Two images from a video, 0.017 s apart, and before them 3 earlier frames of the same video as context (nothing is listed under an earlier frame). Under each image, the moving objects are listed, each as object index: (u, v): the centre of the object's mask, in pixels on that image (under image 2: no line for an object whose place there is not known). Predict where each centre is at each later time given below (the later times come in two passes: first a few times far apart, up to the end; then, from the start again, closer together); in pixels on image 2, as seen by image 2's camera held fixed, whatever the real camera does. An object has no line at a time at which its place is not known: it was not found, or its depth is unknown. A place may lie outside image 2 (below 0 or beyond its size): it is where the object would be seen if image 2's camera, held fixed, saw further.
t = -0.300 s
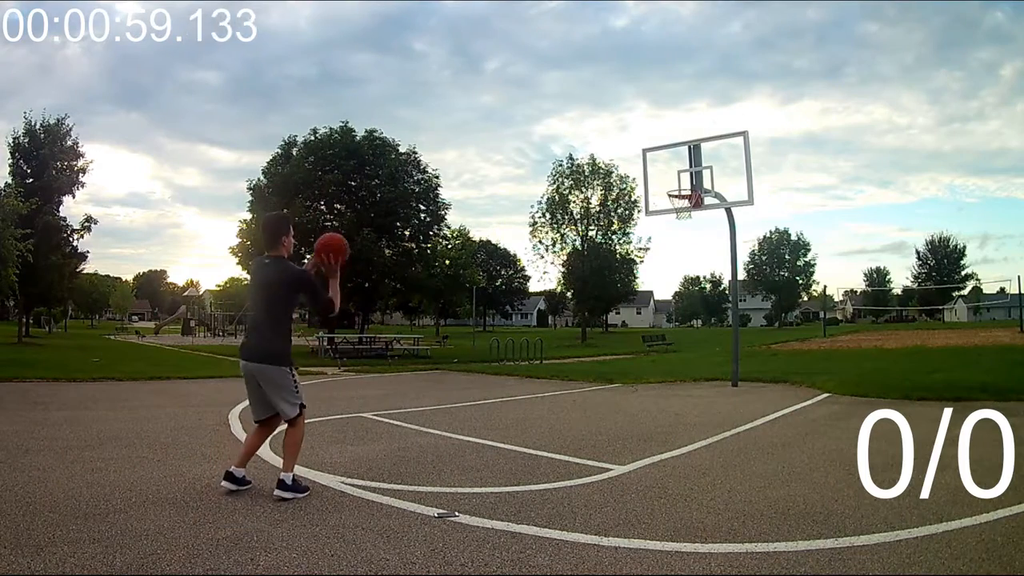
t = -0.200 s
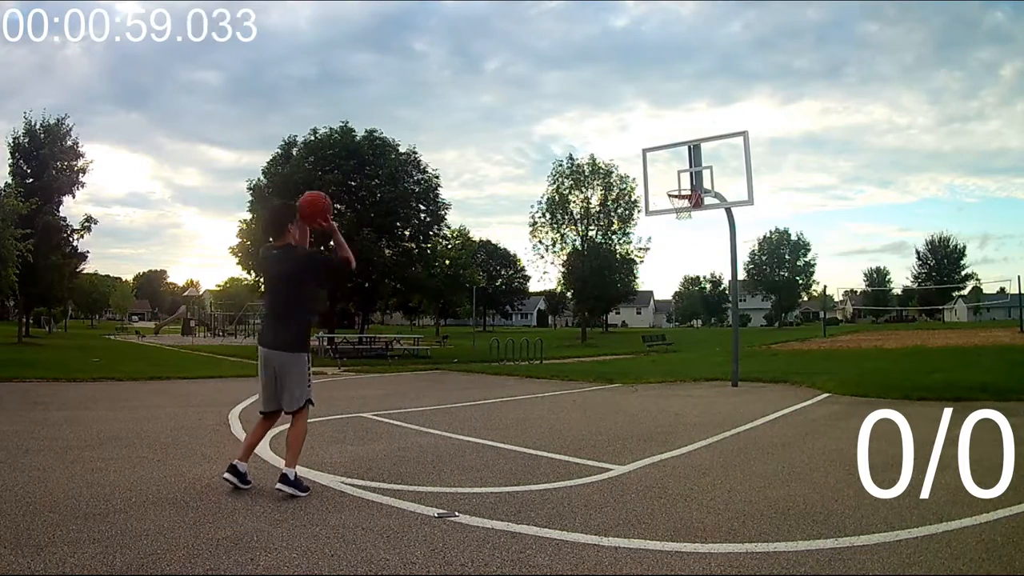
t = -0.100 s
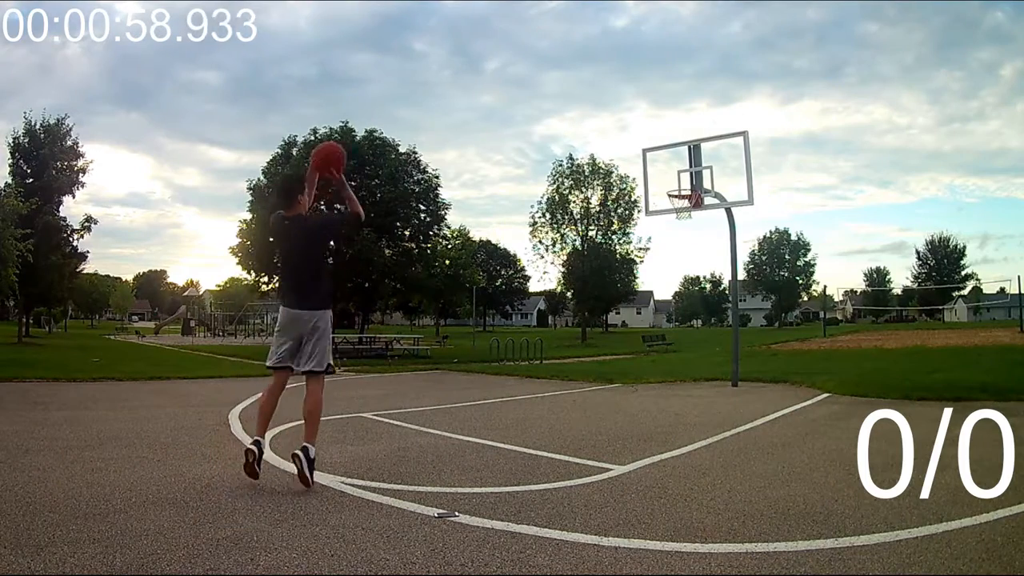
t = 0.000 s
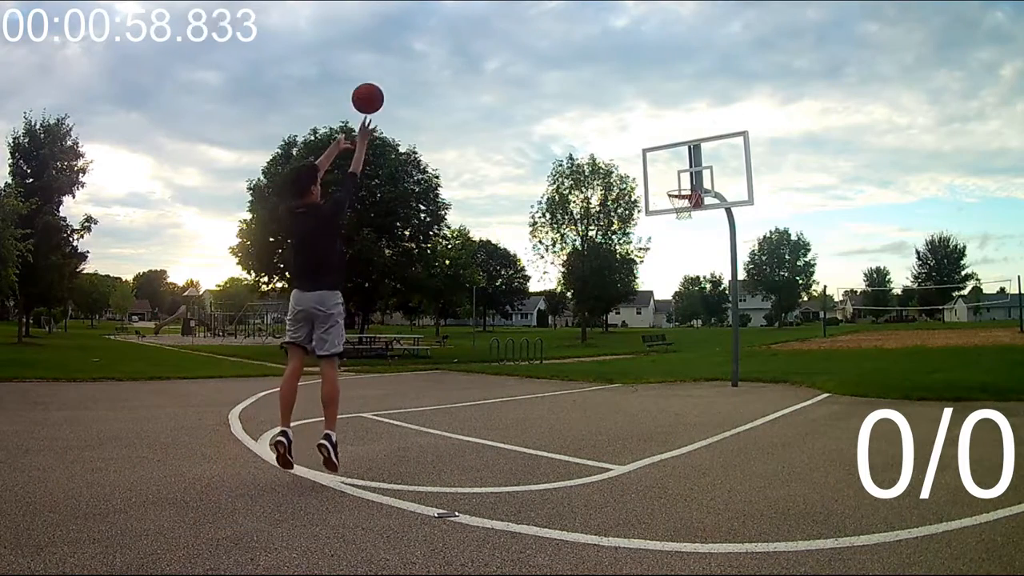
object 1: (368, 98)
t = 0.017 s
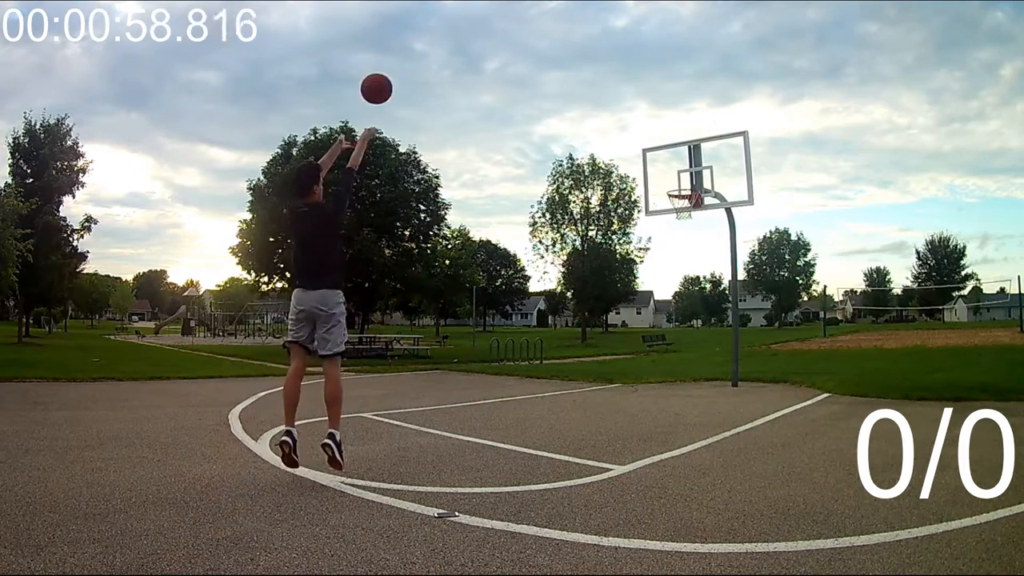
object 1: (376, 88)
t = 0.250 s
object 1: (474, 11)
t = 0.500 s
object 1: (546, 5)
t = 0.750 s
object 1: (600, 37)
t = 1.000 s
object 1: (646, 107)
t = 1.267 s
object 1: (686, 212)
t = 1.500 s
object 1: (701, 244)
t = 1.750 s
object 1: (715, 315)
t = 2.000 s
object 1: (725, 361)
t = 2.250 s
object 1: (726, 308)
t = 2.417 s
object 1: (728, 294)
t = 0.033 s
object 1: (385, 79)
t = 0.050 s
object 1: (393, 71)
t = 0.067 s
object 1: (401, 63)
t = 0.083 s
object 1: (409, 56)
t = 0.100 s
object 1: (416, 49)
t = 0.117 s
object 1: (423, 43)
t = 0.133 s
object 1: (430, 37)
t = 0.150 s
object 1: (437, 32)
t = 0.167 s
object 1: (444, 28)
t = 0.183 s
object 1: (450, 24)
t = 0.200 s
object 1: (457, 20)
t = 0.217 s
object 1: (463, 16)
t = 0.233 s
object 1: (469, 13)
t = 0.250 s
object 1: (474, 11)
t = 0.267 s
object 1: (480, 9)
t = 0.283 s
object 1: (485, 8)
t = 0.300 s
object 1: (491, 7)
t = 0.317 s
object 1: (496, 6)
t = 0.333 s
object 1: (501, 5)
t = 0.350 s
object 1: (506, 5)
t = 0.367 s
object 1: (511, 4)
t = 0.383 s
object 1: (515, 4)
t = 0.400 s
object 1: (520, 4)
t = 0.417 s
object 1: (524, 4)
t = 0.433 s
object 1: (529, 4)
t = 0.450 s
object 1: (533, 4)
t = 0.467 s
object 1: (537, 4)
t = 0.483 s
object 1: (542, 4)
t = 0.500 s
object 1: (546, 5)
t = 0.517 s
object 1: (550, 5)
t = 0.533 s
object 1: (554, 6)
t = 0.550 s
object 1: (557, 7)
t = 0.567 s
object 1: (561, 7)
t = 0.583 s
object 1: (565, 9)
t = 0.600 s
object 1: (569, 10)
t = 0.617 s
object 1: (572, 12)
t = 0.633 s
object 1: (576, 15)
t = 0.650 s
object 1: (580, 17)
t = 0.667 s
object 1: (583, 20)
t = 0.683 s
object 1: (587, 23)
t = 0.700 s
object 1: (590, 26)
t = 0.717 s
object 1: (594, 30)
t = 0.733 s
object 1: (597, 33)
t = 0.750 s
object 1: (600, 37)
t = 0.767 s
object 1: (604, 40)
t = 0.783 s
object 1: (607, 44)
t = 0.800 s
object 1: (610, 48)
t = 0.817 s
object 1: (613, 52)
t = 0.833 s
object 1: (617, 56)
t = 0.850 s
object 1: (620, 61)
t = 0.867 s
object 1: (623, 66)
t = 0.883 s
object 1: (626, 70)
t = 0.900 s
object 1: (629, 75)
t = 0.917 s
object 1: (632, 80)
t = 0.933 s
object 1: (635, 85)
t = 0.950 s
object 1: (638, 91)
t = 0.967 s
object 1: (641, 96)
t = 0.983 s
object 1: (644, 102)
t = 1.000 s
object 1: (646, 107)
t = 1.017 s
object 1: (649, 113)
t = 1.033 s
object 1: (652, 119)
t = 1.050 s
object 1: (655, 125)
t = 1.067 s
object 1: (657, 132)
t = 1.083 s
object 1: (660, 138)
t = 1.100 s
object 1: (663, 145)
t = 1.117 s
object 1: (665, 152)
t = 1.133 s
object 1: (668, 158)
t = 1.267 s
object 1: (686, 212)
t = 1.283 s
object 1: (687, 214)
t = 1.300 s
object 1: (688, 215)
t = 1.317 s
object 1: (689, 216)
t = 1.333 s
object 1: (690, 218)
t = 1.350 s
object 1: (691, 220)
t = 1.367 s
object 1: (692, 222)
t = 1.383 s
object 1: (693, 224)
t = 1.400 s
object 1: (694, 226)
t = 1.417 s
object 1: (695, 229)
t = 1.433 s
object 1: (697, 232)
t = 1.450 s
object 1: (697, 235)
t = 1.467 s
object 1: (699, 237)
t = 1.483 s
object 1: (700, 241)
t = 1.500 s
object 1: (701, 244)
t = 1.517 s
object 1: (702, 248)
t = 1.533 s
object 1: (703, 252)
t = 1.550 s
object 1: (704, 256)
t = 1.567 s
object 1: (705, 260)
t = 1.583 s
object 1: (706, 264)
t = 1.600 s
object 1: (707, 268)
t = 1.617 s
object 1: (708, 273)
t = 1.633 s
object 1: (710, 278)
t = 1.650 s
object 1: (711, 284)
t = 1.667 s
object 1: (710, 288)
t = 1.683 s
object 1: (711, 292)
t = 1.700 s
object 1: (713, 298)
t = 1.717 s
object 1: (714, 303)
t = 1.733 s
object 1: (715, 308)
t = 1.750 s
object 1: (715, 315)
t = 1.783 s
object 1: (717, 327)
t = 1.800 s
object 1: (717, 333)
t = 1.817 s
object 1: (719, 340)
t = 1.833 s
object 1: (720, 348)
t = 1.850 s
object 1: (721, 354)
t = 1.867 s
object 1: (721, 360)
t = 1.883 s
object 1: (722, 367)
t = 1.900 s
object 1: (723, 374)
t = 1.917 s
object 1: (723, 381)
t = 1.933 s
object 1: (723, 382)
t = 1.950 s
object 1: (724, 376)
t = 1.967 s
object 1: (724, 371)
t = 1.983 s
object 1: (724, 366)
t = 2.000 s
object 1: (725, 361)
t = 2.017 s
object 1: (725, 356)
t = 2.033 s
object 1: (725, 352)
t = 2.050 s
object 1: (725, 348)
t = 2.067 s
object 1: (725, 343)
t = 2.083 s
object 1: (725, 339)
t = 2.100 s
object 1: (725, 335)
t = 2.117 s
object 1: (726, 331)
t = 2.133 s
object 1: (726, 327)
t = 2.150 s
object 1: (726, 324)
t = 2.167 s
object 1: (726, 321)
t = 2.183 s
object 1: (726, 318)
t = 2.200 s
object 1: (726, 315)
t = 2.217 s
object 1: (726, 313)
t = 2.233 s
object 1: (726, 310)
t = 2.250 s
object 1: (726, 308)
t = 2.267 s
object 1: (726, 305)
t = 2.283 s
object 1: (726, 303)
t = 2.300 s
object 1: (726, 301)
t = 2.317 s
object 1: (727, 300)
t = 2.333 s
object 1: (726, 298)
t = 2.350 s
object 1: (727, 297)
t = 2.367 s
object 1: (727, 296)
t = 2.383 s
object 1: (727, 296)
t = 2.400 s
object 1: (728, 294)
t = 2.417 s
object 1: (728, 294)
